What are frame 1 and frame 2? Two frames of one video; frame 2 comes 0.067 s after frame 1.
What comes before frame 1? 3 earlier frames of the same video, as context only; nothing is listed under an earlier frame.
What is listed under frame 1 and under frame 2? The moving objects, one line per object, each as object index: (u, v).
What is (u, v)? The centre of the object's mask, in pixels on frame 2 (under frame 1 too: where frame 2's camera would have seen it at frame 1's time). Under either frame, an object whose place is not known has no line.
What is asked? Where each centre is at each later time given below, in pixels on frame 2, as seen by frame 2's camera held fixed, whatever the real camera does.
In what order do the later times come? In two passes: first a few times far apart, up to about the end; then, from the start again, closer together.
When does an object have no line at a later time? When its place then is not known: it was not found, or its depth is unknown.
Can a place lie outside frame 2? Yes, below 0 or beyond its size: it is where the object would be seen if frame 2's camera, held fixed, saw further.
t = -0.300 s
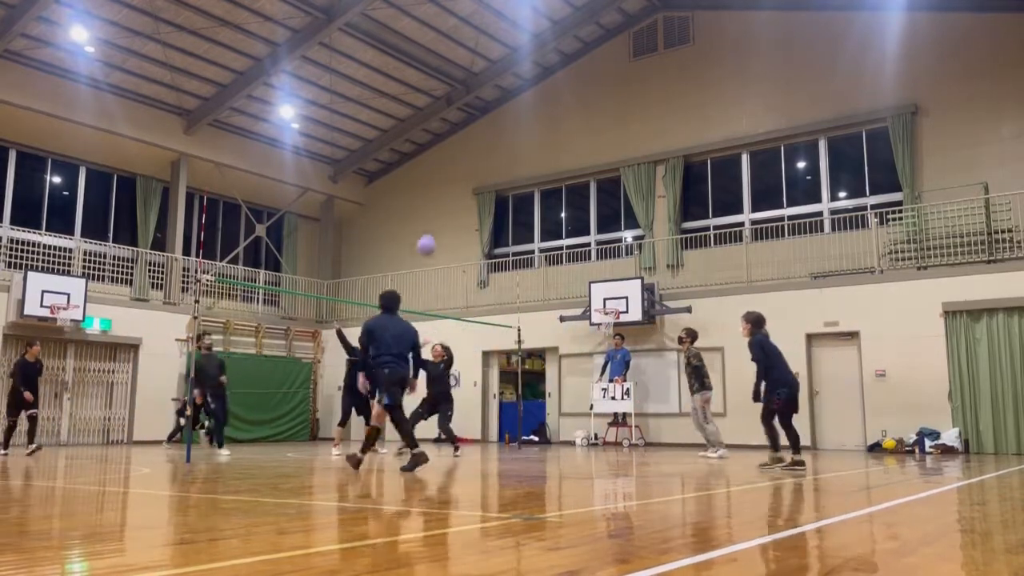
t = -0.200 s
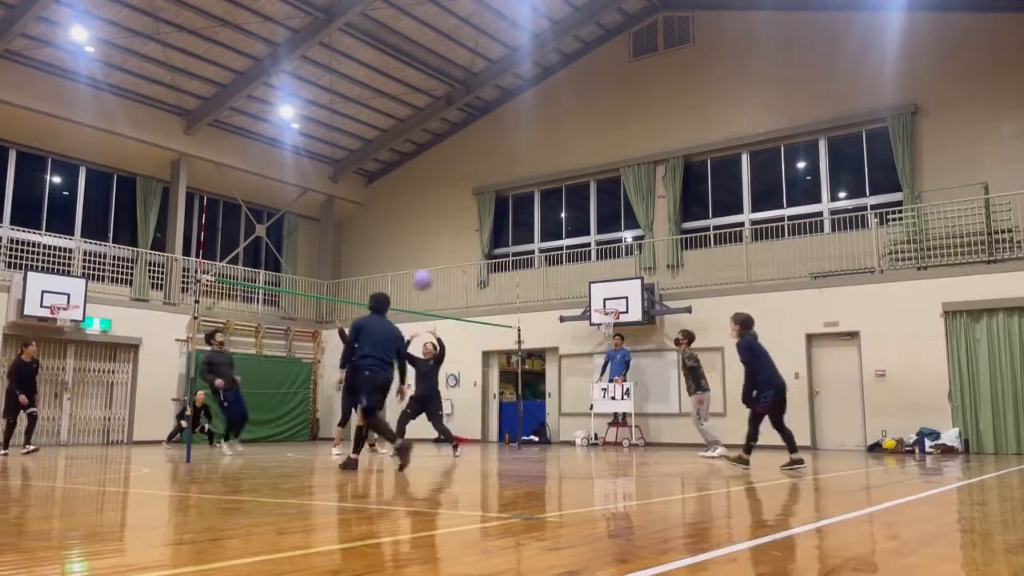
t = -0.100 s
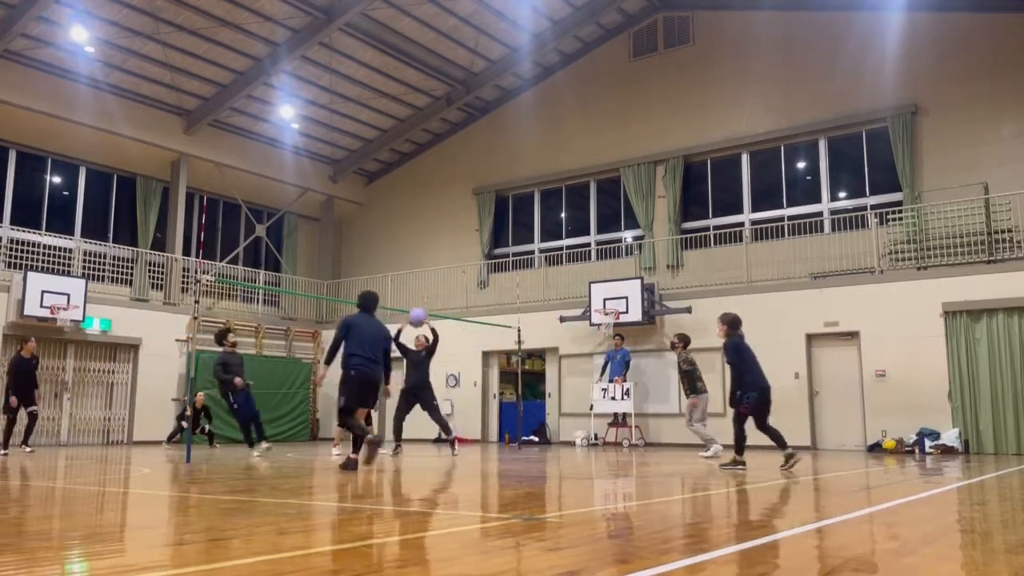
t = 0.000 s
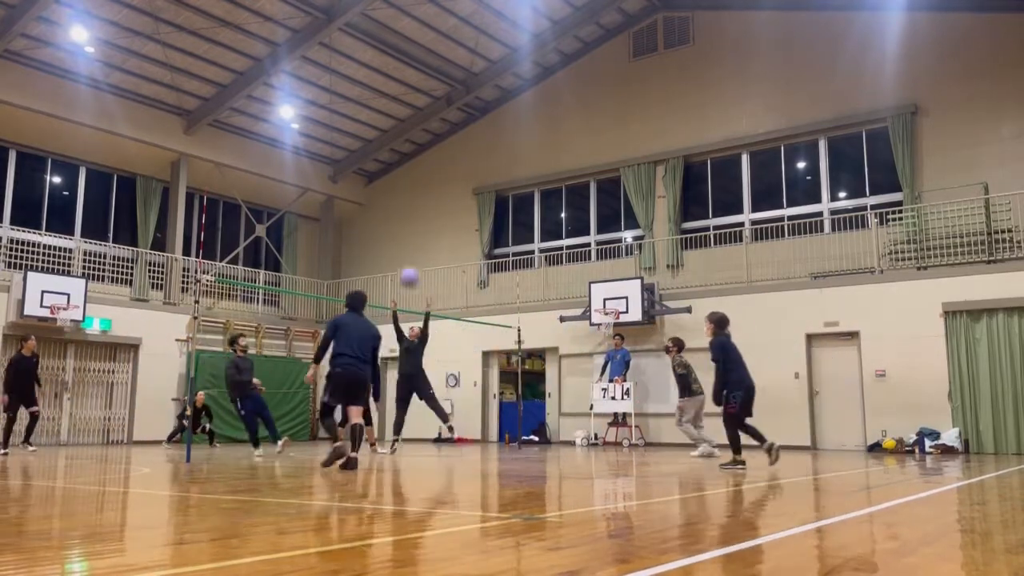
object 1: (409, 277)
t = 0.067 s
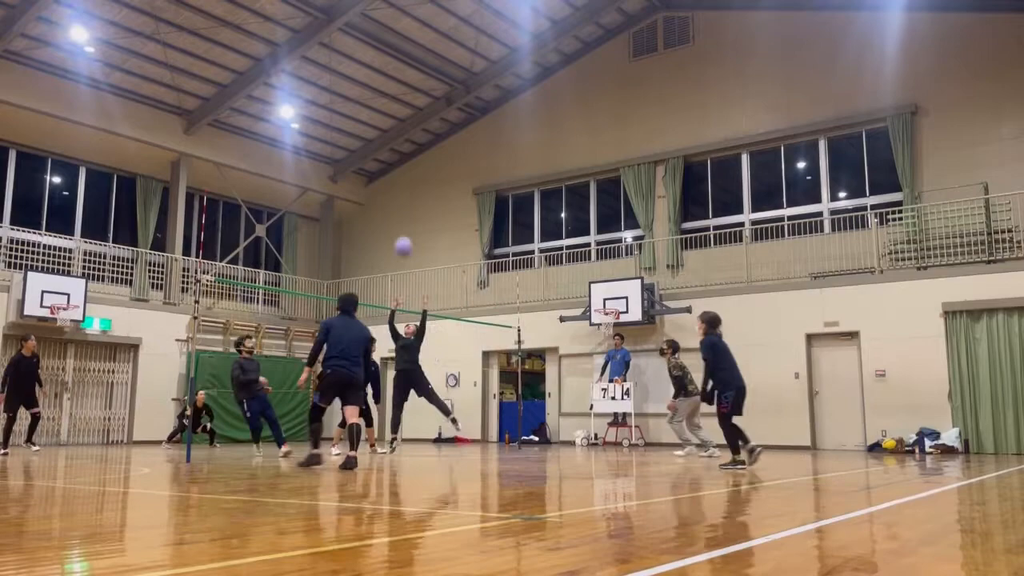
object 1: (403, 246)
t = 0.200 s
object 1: (392, 195)
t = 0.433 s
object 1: (372, 136)
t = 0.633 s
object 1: (355, 116)
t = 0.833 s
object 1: (336, 129)
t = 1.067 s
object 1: (314, 181)
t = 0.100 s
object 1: (401, 232)
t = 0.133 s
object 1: (398, 219)
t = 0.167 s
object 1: (395, 207)
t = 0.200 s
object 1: (392, 195)
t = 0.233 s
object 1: (389, 184)
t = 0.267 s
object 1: (386, 172)
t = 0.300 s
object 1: (383, 165)
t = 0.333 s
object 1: (380, 157)
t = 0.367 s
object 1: (377, 148)
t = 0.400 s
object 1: (375, 143)
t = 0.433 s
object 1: (372, 136)
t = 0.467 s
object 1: (369, 131)
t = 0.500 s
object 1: (367, 128)
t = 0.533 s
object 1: (363, 121)
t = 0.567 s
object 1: (360, 119)
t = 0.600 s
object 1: (357, 117)
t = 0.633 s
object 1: (355, 116)
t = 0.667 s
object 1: (352, 117)
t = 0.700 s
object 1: (348, 117)
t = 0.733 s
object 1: (345, 118)
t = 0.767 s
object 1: (342, 122)
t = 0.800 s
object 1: (339, 125)
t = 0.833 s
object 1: (336, 129)
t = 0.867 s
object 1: (333, 133)
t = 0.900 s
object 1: (330, 140)
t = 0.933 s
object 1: (327, 145)
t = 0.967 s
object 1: (323, 154)
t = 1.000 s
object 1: (320, 162)
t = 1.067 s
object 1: (314, 181)
